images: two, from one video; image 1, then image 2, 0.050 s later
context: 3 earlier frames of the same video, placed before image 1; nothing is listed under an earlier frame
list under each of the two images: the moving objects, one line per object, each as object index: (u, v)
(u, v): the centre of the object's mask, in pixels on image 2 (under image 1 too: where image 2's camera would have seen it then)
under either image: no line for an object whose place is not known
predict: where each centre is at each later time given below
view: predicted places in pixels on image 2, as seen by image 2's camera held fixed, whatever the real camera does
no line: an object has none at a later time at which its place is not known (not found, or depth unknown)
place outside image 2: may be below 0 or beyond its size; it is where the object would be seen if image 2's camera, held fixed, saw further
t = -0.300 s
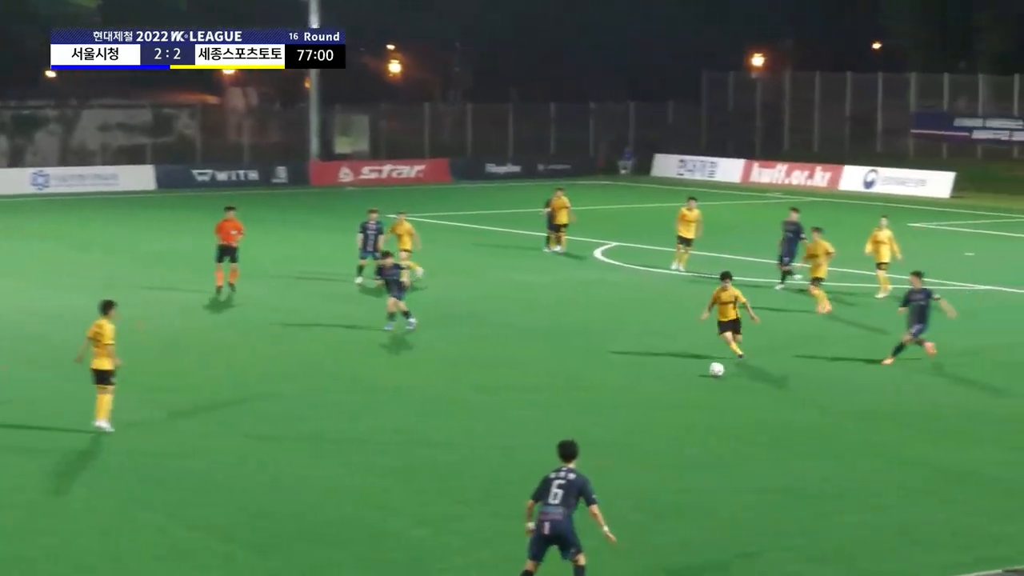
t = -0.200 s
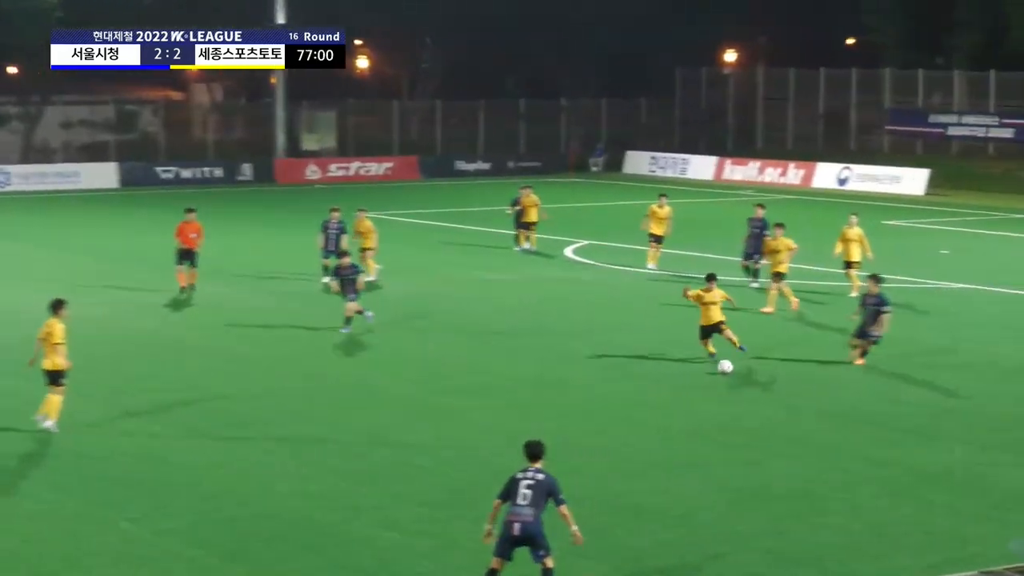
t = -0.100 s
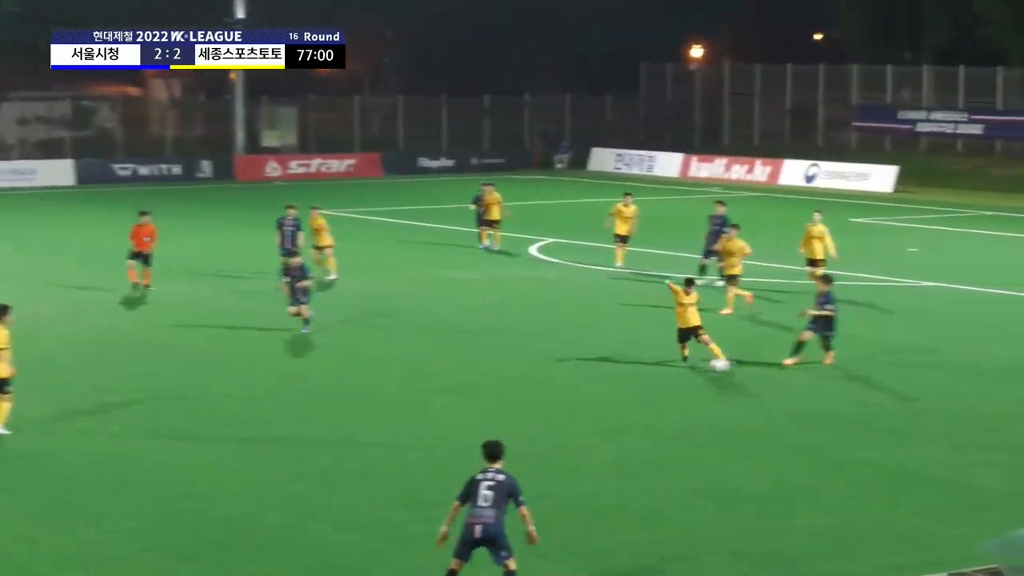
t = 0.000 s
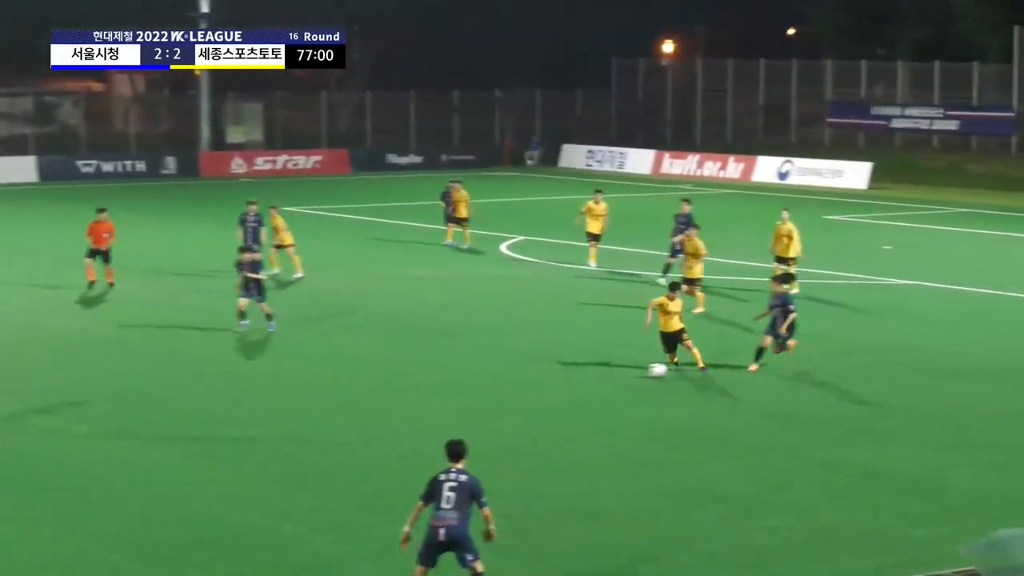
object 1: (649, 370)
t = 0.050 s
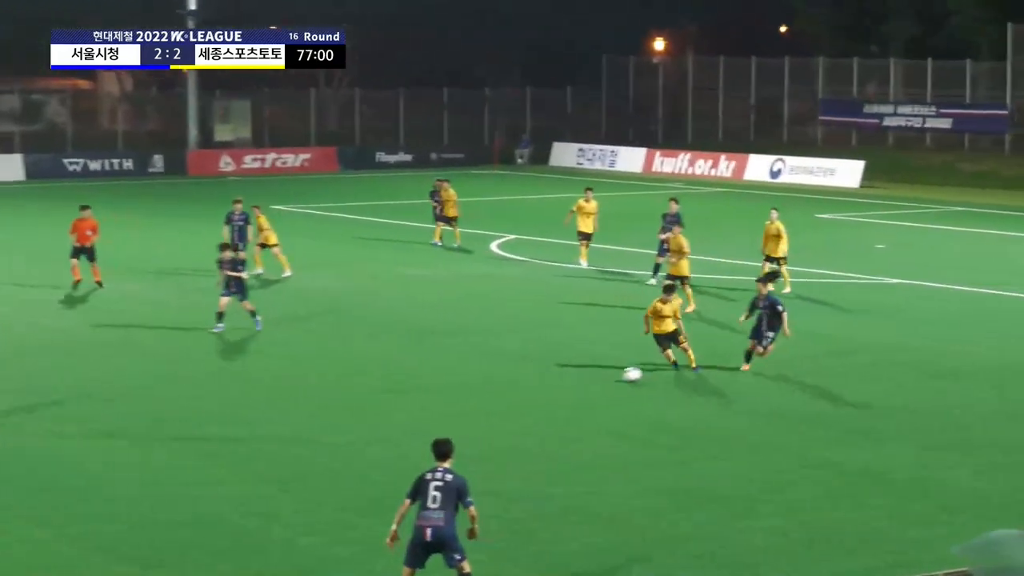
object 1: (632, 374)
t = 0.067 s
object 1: (626, 376)
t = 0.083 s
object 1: (621, 376)
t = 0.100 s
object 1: (615, 377)
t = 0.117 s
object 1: (609, 377)
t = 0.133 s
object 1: (604, 378)
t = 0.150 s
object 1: (598, 379)
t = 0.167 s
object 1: (592, 380)
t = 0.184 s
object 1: (586, 382)
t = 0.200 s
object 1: (581, 383)
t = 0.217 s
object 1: (576, 383)
